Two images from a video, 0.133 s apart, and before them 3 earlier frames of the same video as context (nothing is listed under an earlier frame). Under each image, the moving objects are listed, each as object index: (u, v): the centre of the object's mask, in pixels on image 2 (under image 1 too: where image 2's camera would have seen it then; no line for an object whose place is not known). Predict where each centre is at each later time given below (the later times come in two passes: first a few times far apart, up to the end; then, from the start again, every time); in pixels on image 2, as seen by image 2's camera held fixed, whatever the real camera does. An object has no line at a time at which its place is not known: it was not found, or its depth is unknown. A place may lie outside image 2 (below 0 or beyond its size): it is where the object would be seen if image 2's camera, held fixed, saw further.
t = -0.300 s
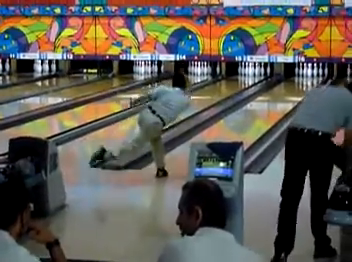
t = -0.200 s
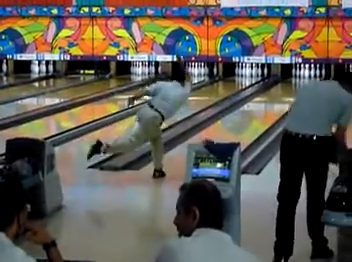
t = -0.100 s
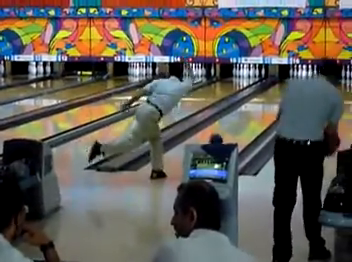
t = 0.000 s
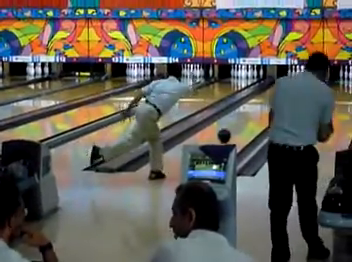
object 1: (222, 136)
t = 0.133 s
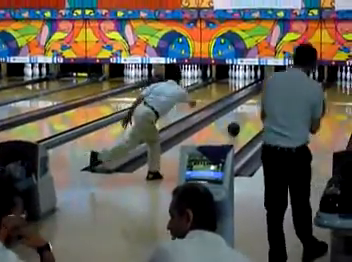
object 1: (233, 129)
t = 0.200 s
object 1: (239, 126)
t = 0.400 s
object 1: (252, 118)
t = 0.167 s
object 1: (236, 127)
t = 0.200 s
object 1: (239, 126)
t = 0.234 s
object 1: (241, 124)
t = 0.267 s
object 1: (244, 123)
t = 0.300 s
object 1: (246, 121)
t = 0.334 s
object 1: (249, 120)
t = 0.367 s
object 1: (251, 118)
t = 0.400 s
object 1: (252, 118)
